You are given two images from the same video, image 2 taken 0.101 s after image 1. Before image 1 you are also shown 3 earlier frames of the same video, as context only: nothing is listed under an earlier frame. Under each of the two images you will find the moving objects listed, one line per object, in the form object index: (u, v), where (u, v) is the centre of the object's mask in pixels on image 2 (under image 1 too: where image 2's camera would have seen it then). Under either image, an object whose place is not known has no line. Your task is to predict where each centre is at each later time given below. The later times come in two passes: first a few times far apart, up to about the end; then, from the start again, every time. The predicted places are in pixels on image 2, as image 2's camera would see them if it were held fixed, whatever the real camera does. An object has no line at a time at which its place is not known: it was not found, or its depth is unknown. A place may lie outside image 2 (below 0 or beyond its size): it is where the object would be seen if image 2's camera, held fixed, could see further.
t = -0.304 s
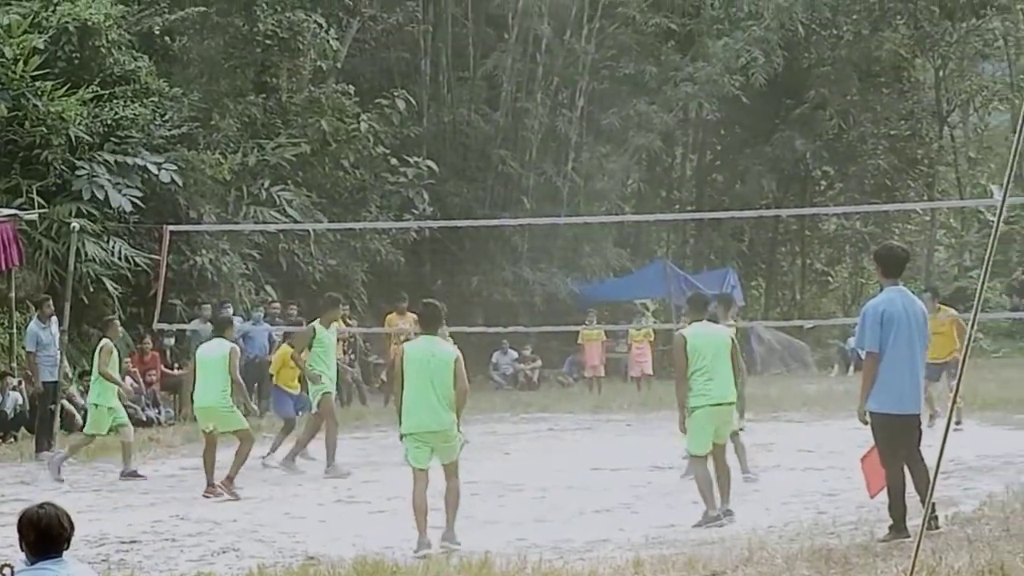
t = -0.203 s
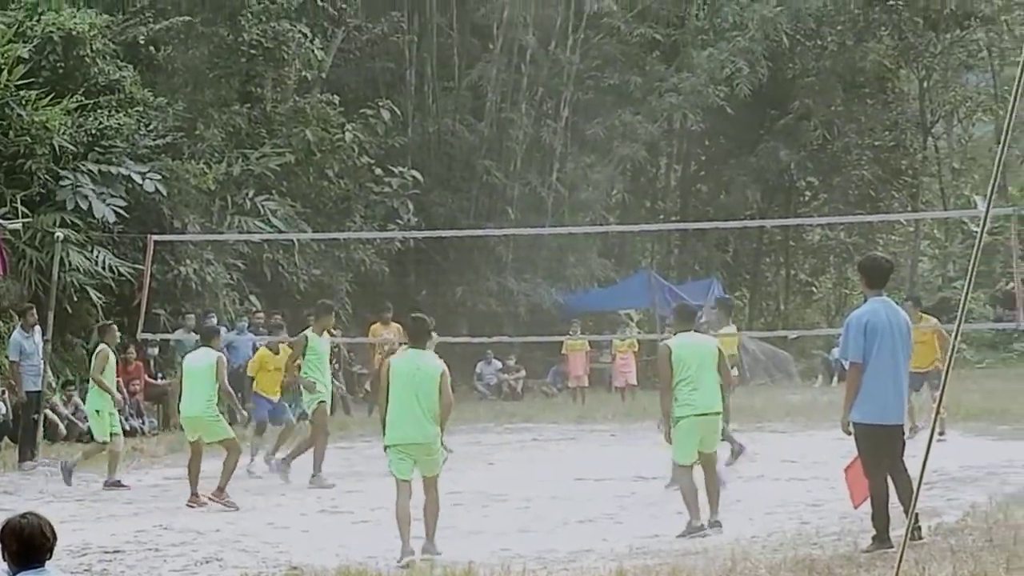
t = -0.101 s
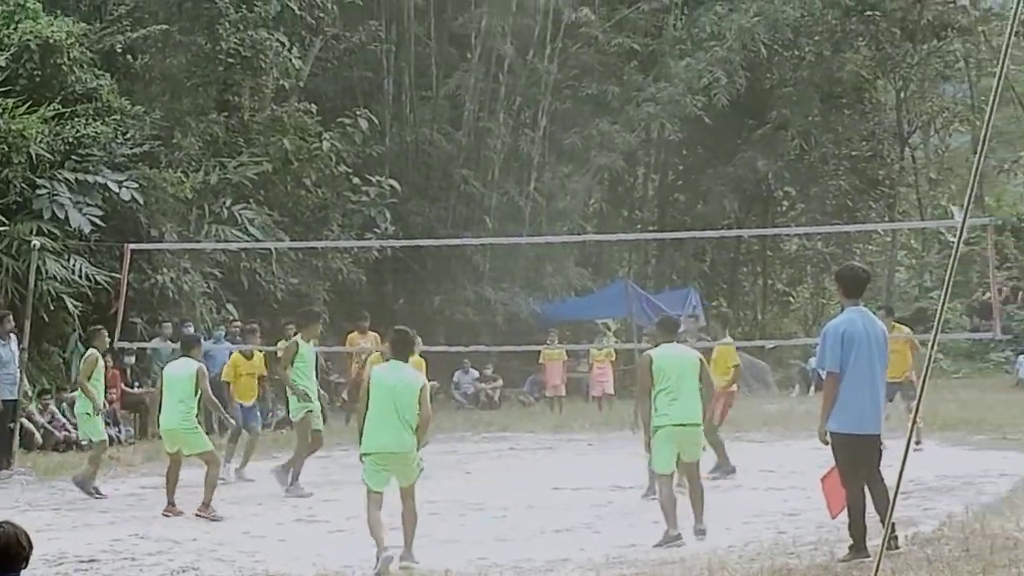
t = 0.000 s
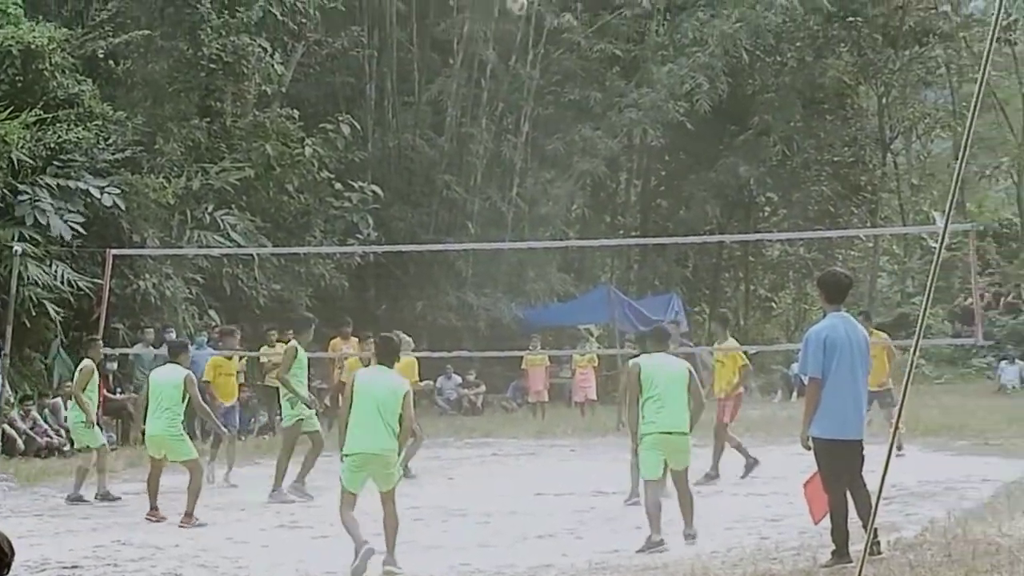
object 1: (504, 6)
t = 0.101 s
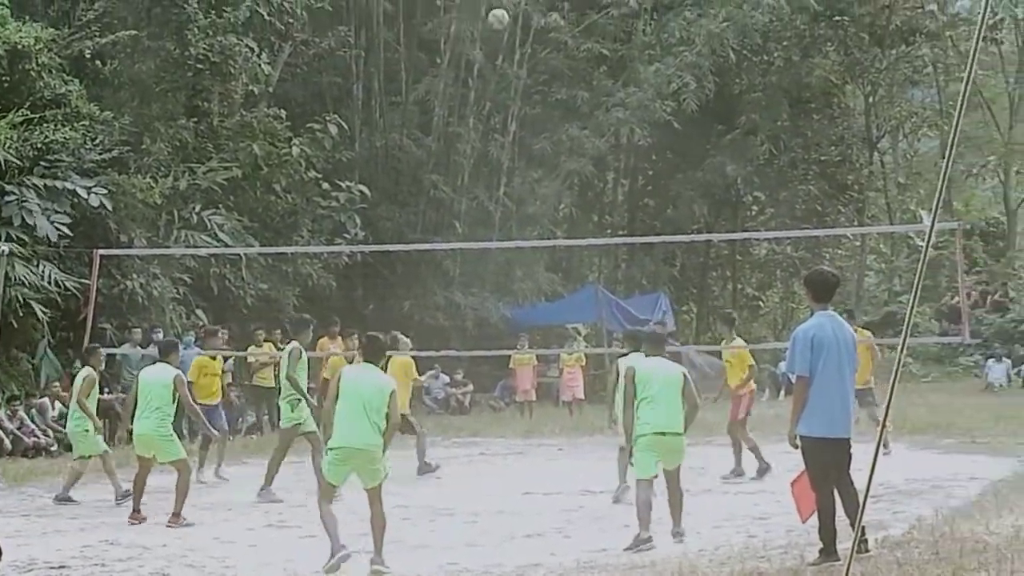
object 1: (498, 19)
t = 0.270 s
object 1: (489, 63)
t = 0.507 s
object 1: (479, 166)
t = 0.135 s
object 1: (496, 26)
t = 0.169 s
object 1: (495, 34)
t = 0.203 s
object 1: (493, 43)
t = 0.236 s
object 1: (492, 53)
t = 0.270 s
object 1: (489, 63)
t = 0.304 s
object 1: (487, 75)
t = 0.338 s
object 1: (486, 88)
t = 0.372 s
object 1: (484, 102)
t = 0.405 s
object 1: (483, 117)
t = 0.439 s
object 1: (481, 133)
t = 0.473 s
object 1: (479, 149)
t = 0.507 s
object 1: (479, 166)
